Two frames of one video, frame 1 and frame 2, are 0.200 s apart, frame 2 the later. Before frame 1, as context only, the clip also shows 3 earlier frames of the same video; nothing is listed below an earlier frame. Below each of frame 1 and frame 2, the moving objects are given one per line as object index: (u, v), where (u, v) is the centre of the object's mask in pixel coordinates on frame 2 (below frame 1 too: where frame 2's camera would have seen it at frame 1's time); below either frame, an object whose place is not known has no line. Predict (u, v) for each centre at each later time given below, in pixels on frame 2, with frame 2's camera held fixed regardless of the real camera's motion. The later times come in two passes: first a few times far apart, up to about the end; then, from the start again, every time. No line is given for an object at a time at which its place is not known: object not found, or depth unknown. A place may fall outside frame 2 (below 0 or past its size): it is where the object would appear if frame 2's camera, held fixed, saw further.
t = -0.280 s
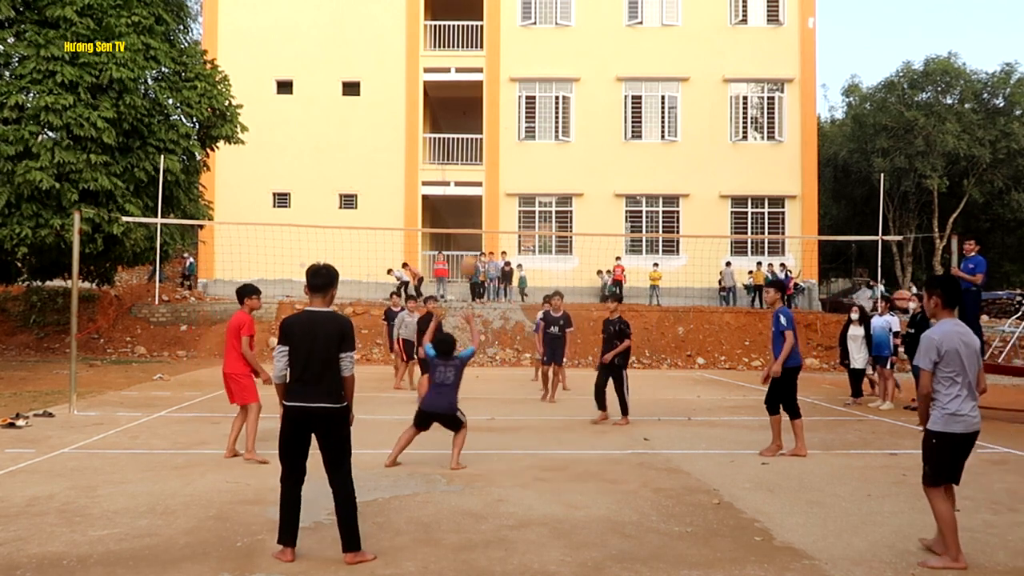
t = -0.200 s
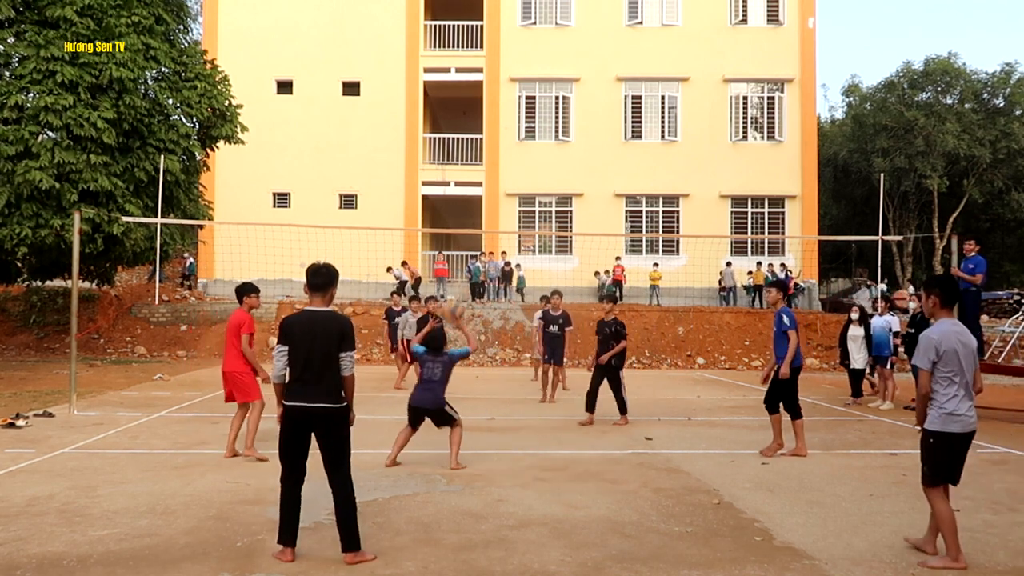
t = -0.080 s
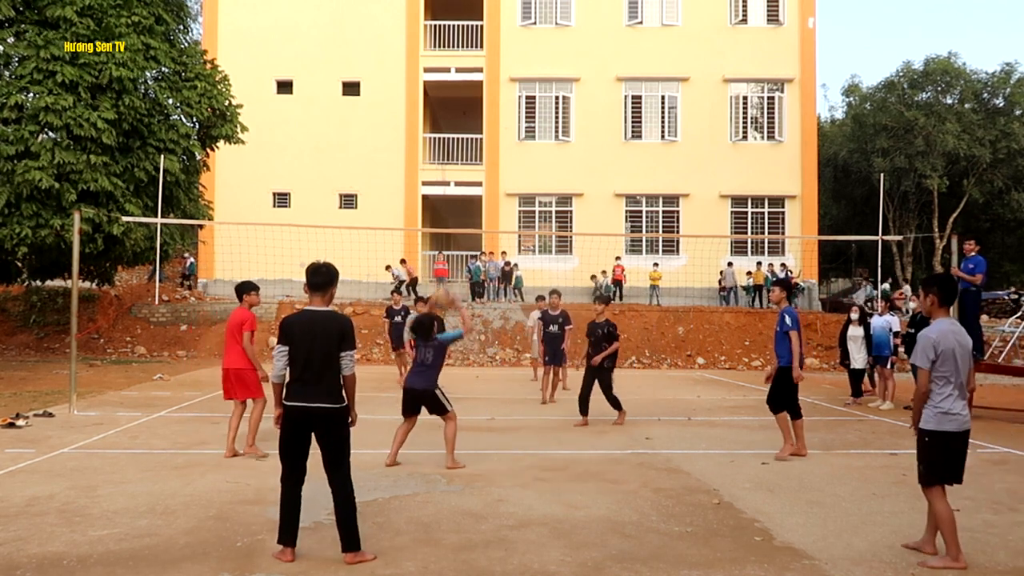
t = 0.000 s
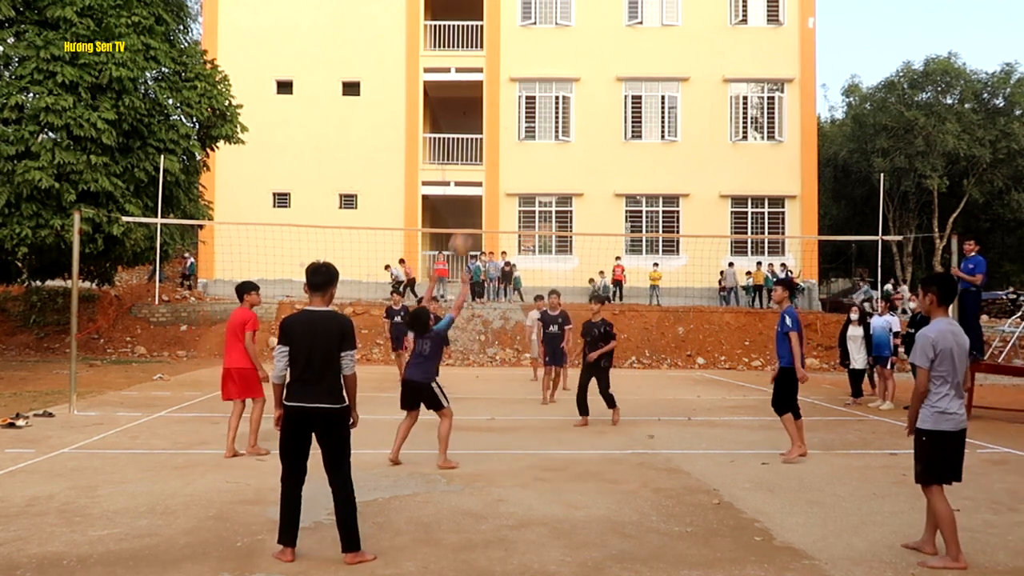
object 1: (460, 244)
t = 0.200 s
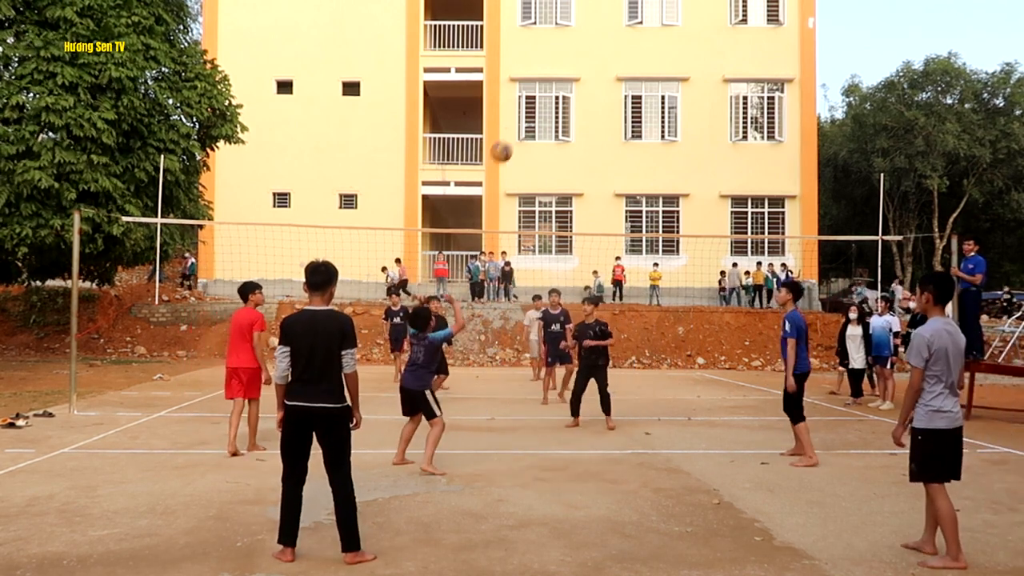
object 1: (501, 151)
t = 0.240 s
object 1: (509, 139)
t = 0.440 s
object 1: (545, 102)
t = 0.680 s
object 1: (583, 111)
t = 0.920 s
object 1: (617, 172)
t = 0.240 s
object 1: (509, 139)
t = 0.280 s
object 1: (516, 128)
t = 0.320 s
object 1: (524, 118)
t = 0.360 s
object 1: (531, 112)
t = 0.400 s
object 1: (537, 106)
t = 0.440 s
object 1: (545, 102)
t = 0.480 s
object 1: (552, 100)
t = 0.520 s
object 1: (559, 100)
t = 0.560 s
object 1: (565, 100)
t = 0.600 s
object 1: (571, 102)
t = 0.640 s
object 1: (577, 106)
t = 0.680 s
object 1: (583, 111)
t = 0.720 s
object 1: (589, 118)
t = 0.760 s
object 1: (595, 126)
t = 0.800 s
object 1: (601, 136)
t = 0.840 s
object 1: (606, 147)
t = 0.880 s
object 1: (612, 159)
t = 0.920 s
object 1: (617, 172)
